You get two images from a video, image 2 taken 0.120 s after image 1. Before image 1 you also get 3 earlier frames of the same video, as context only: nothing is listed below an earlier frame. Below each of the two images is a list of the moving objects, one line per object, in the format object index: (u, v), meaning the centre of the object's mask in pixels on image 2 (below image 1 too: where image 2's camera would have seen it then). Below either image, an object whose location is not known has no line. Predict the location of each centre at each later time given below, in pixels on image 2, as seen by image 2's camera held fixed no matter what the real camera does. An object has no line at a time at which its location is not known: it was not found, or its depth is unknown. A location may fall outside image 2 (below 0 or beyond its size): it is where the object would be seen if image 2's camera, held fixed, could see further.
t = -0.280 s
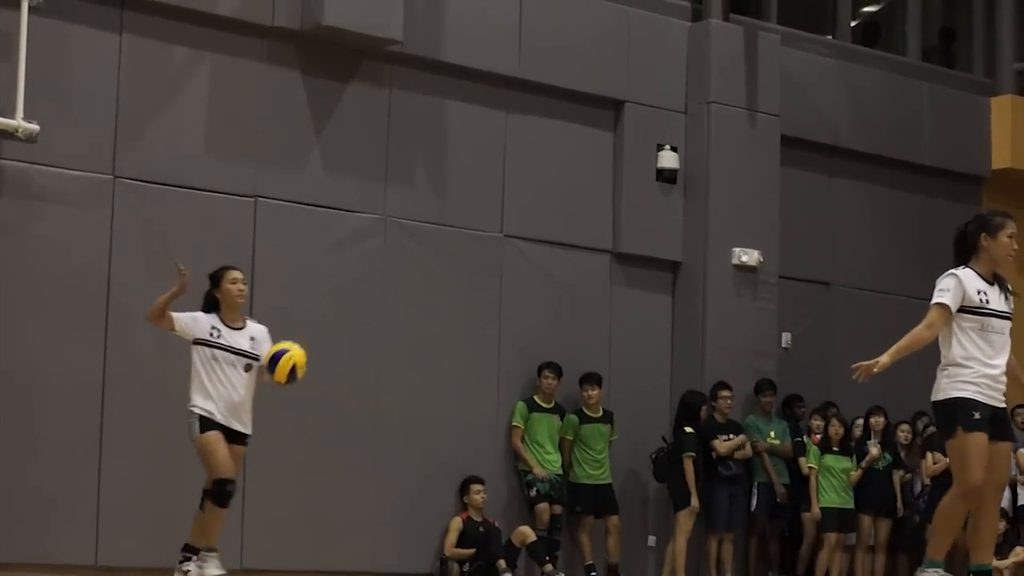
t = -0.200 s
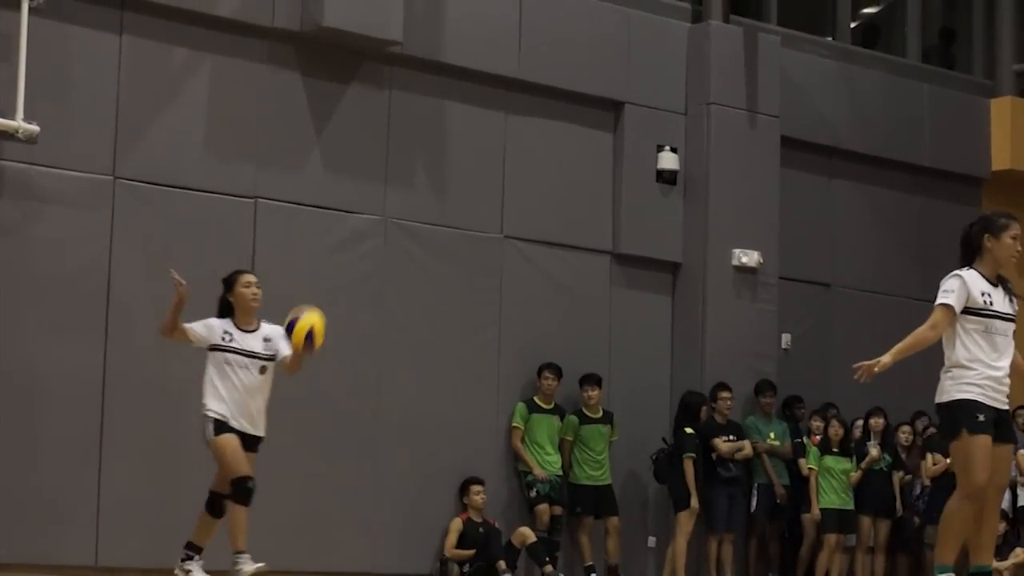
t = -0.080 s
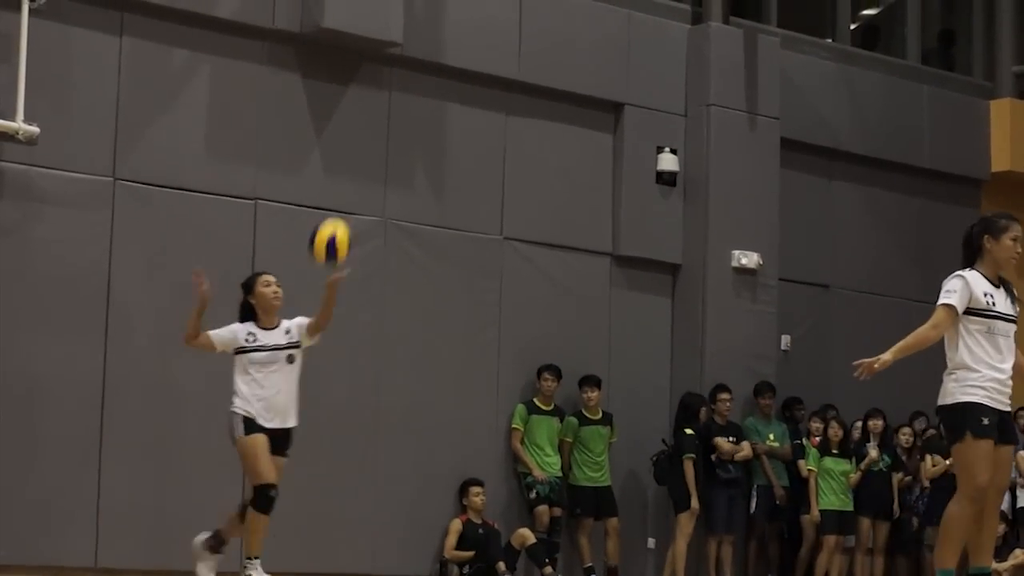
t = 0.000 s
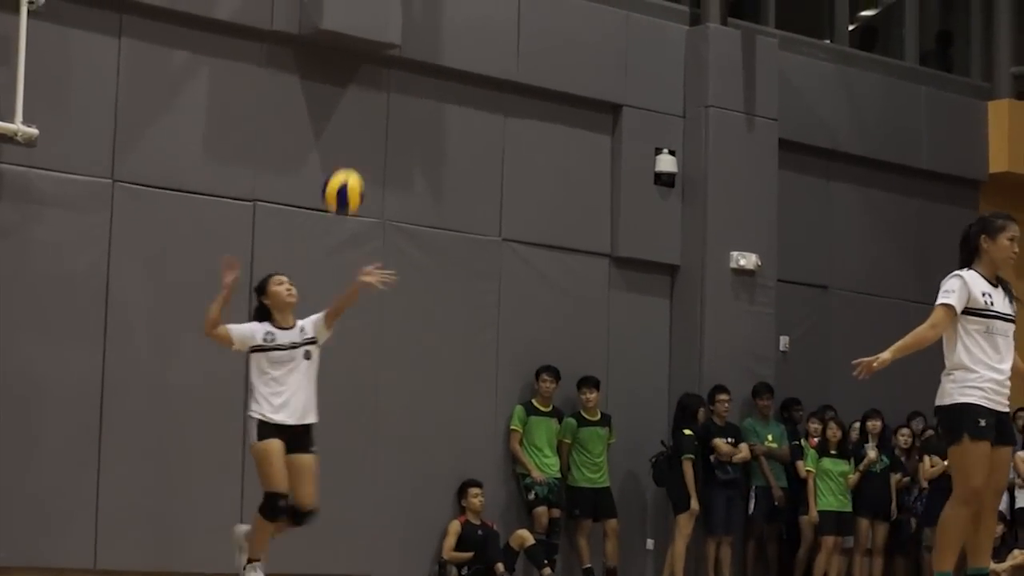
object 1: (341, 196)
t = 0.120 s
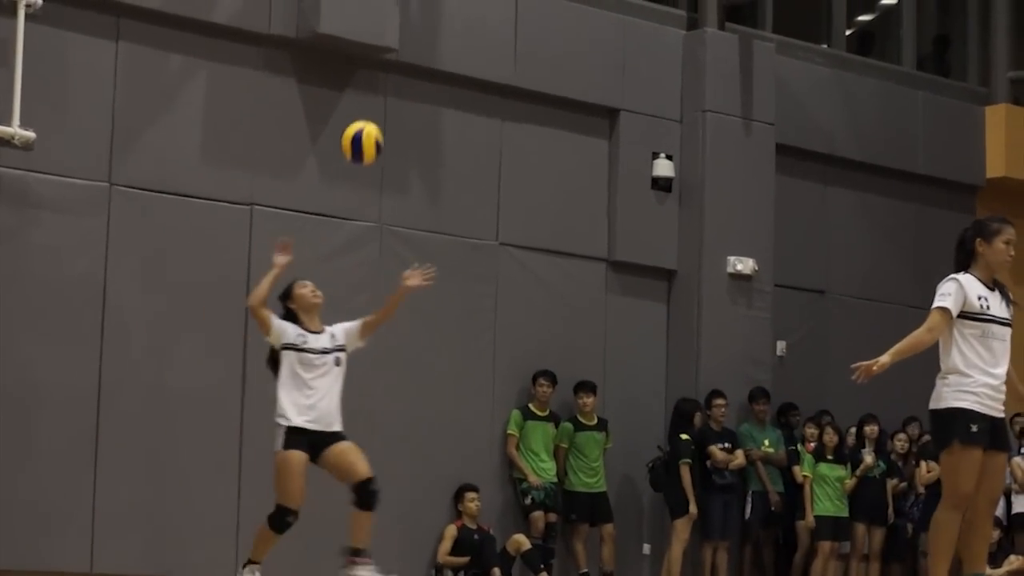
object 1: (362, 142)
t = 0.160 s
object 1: (368, 130)
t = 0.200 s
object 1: (375, 121)
